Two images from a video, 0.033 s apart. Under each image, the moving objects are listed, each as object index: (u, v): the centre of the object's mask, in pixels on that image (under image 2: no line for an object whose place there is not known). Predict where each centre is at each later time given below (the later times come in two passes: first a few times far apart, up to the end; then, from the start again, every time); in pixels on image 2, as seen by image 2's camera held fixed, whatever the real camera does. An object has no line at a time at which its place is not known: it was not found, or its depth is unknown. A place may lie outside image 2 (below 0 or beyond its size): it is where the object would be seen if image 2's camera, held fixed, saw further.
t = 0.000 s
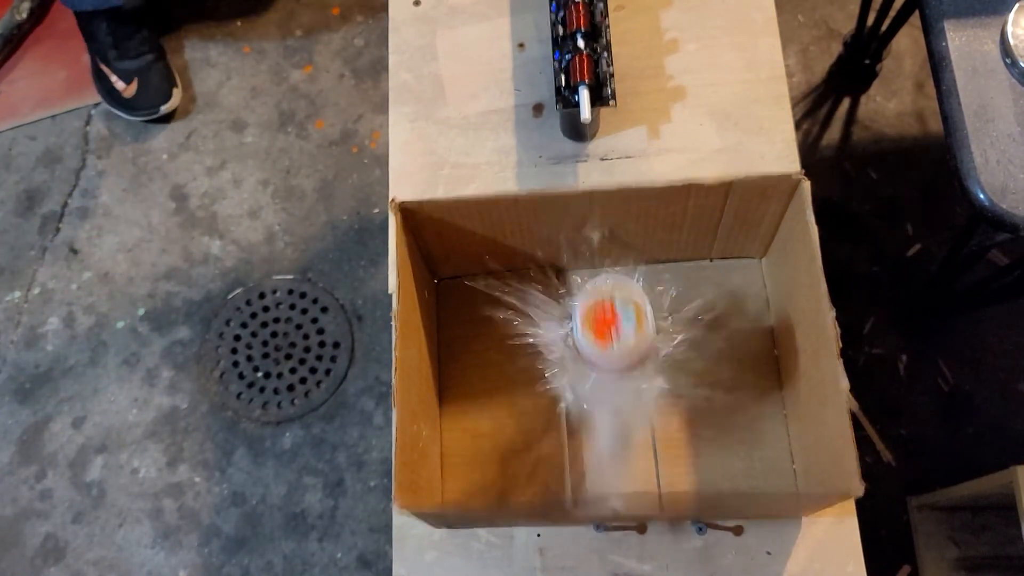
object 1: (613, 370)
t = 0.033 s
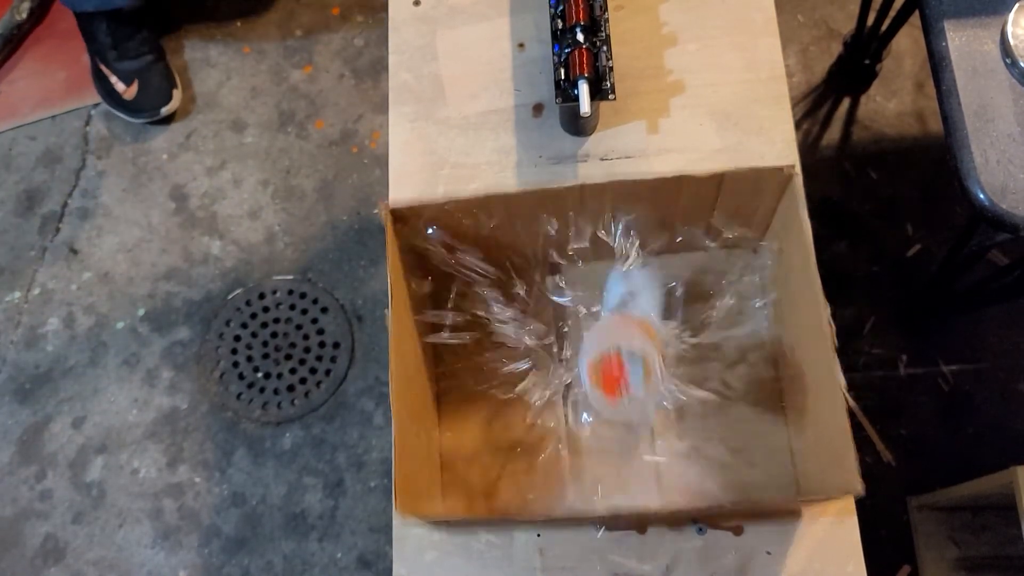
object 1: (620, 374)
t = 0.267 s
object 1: (633, 371)
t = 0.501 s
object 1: (634, 373)
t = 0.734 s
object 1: (634, 373)
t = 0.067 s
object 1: (626, 371)
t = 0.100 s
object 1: (645, 388)
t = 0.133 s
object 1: (647, 386)
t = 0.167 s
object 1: (642, 378)
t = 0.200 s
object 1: (638, 380)
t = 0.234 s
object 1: (636, 374)
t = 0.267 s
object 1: (633, 371)
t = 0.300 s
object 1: (631, 373)
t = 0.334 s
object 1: (632, 374)
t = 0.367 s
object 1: (632, 372)
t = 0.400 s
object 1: (632, 375)
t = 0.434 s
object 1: (632, 373)
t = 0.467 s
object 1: (633, 373)
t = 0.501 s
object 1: (634, 373)
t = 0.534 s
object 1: (634, 373)
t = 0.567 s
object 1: (634, 373)
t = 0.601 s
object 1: (634, 373)
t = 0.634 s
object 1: (634, 374)
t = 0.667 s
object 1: (634, 374)
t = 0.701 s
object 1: (634, 373)
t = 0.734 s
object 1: (634, 373)
